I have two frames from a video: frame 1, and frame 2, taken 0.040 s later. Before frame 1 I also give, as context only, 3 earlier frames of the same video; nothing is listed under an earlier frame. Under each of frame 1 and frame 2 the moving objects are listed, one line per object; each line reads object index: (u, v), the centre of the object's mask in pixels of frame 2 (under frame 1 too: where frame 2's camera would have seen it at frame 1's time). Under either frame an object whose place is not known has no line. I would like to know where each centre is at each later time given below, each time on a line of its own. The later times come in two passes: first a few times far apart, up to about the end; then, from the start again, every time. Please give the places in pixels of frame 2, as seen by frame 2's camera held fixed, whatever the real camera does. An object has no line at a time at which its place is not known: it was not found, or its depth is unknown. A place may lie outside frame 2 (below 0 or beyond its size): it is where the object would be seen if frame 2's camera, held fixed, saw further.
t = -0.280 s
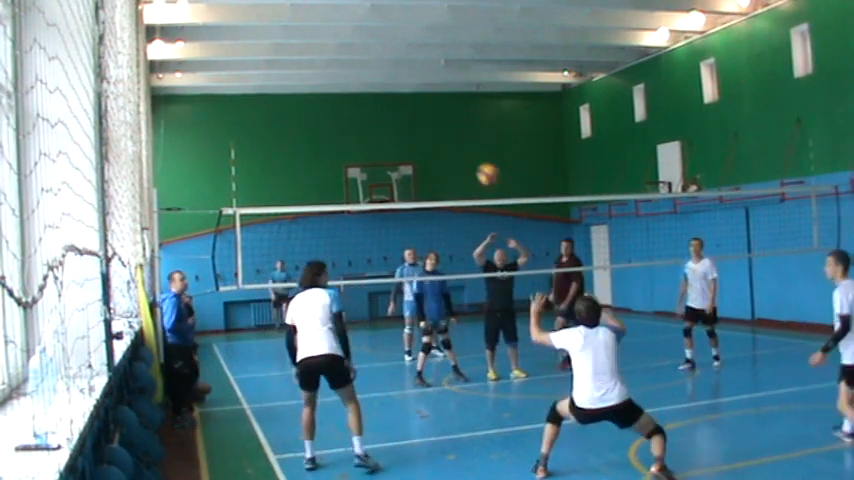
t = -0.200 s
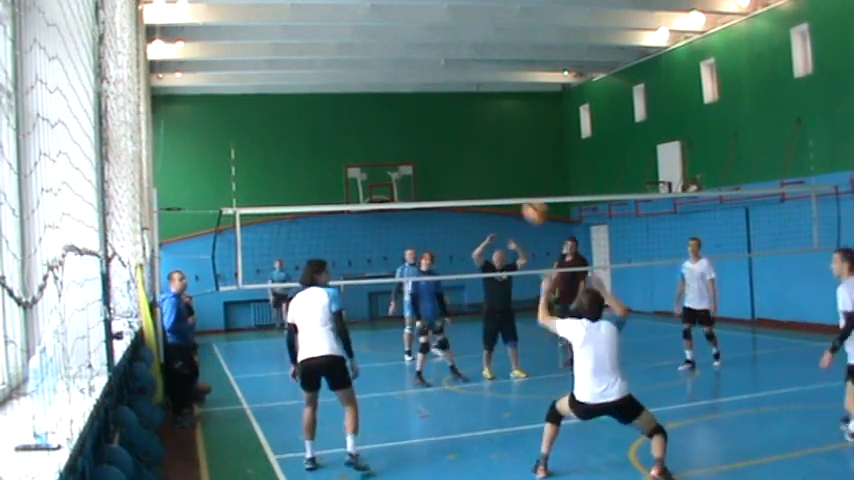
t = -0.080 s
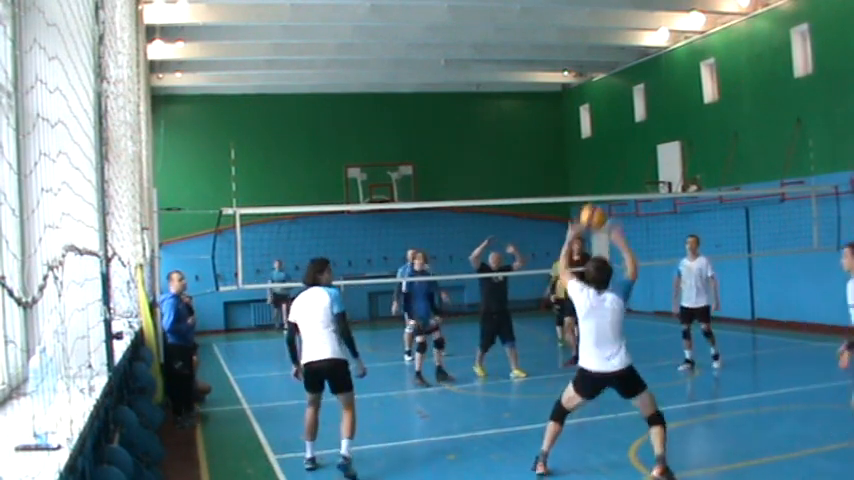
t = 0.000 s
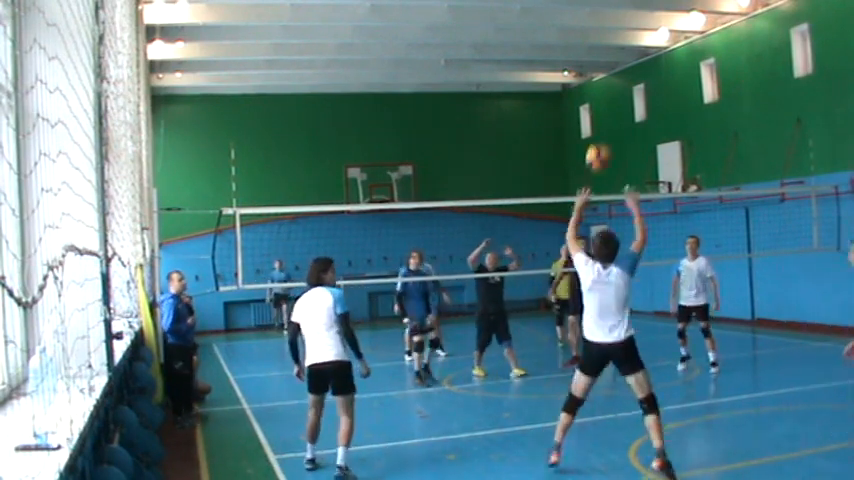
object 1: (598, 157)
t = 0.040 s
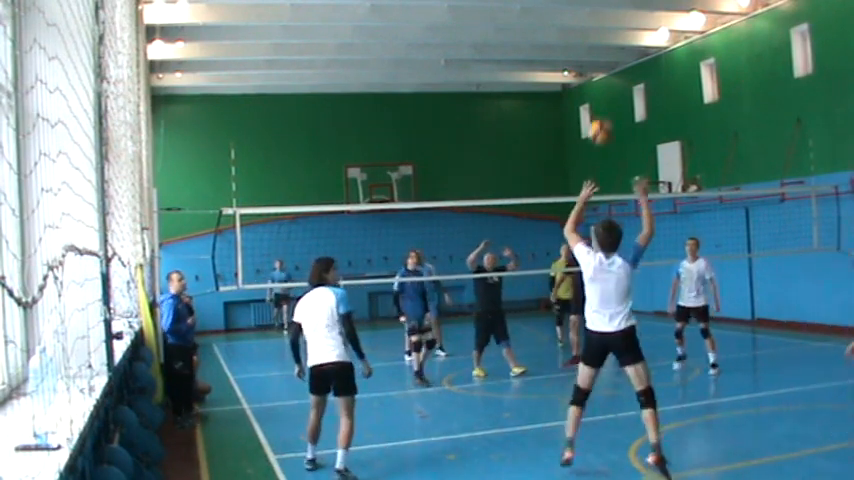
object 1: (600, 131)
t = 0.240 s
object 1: (611, 44)
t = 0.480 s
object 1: (625, 13)
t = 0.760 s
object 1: (643, 44)
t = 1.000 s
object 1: (656, 114)
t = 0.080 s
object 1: (602, 108)
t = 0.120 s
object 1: (605, 88)
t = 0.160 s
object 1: (608, 70)
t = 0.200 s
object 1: (610, 57)
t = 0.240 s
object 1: (611, 44)
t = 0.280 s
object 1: (614, 34)
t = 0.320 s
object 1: (616, 27)
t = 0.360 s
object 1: (618, 20)
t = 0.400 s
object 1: (621, 16)
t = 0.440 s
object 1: (623, 14)
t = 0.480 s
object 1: (625, 13)
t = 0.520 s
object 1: (627, 13)
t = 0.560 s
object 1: (629, 15)
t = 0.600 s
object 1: (632, 18)
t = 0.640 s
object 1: (635, 22)
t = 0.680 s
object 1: (637, 28)
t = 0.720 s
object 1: (640, 36)
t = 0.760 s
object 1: (643, 44)
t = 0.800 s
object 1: (645, 52)
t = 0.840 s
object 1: (647, 62)
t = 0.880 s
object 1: (648, 73)
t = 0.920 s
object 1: (652, 87)
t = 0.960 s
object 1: (654, 100)
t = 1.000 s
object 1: (656, 114)
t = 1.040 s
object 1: (659, 129)
